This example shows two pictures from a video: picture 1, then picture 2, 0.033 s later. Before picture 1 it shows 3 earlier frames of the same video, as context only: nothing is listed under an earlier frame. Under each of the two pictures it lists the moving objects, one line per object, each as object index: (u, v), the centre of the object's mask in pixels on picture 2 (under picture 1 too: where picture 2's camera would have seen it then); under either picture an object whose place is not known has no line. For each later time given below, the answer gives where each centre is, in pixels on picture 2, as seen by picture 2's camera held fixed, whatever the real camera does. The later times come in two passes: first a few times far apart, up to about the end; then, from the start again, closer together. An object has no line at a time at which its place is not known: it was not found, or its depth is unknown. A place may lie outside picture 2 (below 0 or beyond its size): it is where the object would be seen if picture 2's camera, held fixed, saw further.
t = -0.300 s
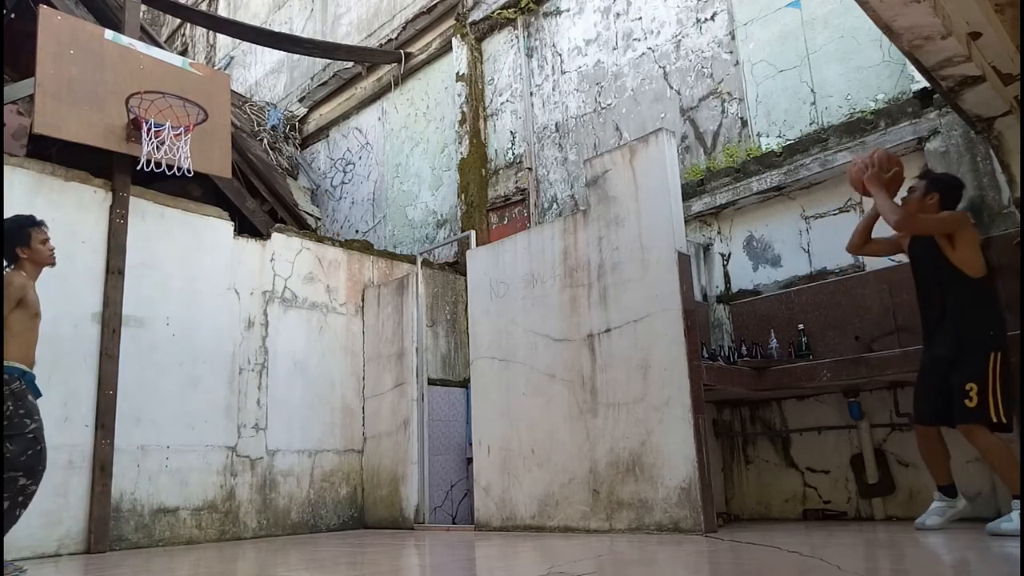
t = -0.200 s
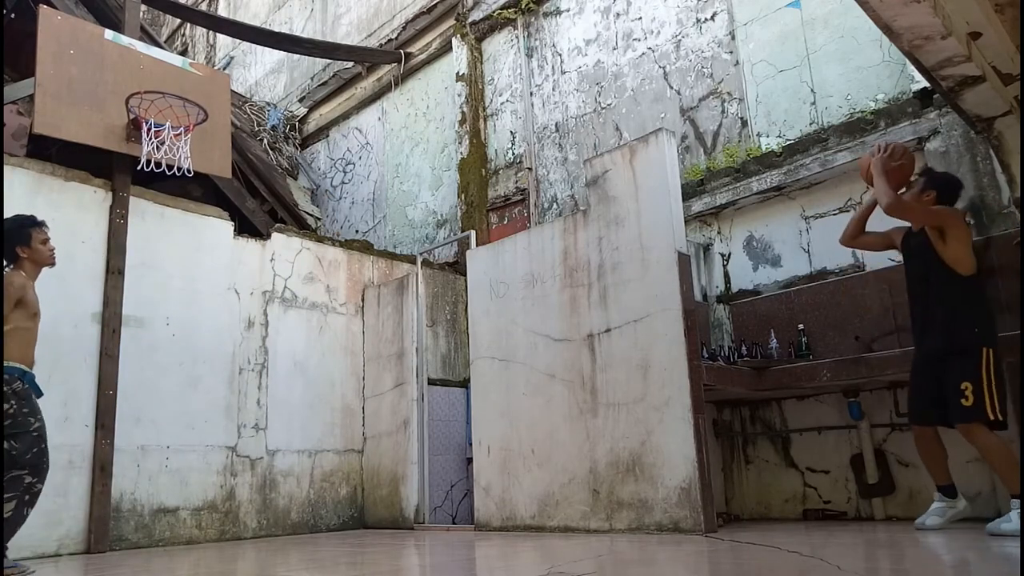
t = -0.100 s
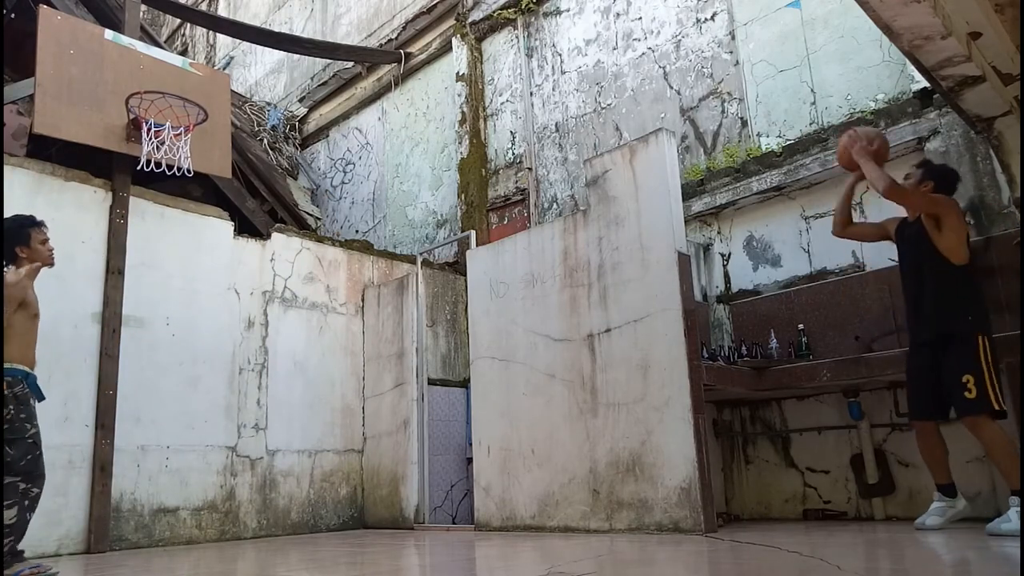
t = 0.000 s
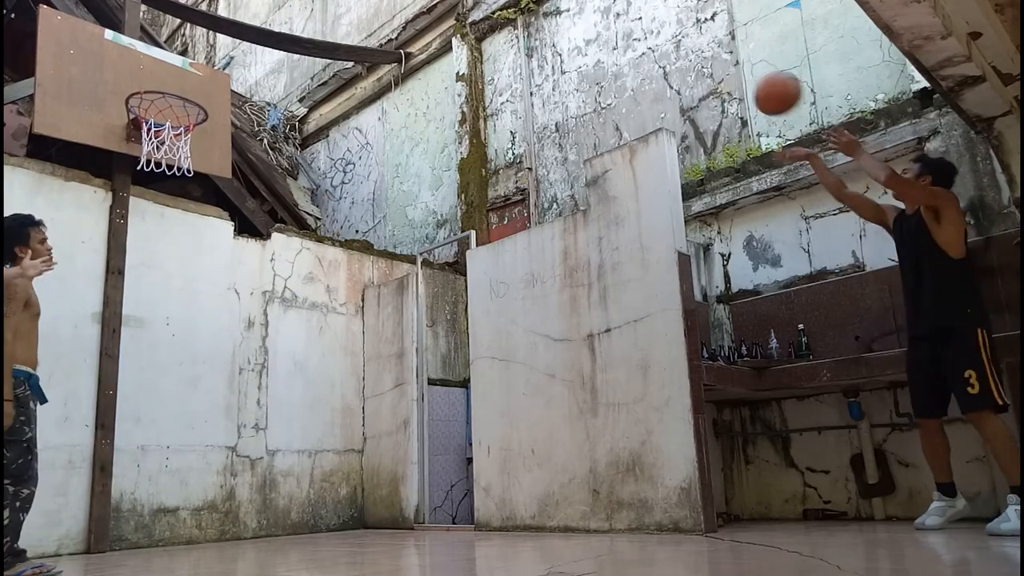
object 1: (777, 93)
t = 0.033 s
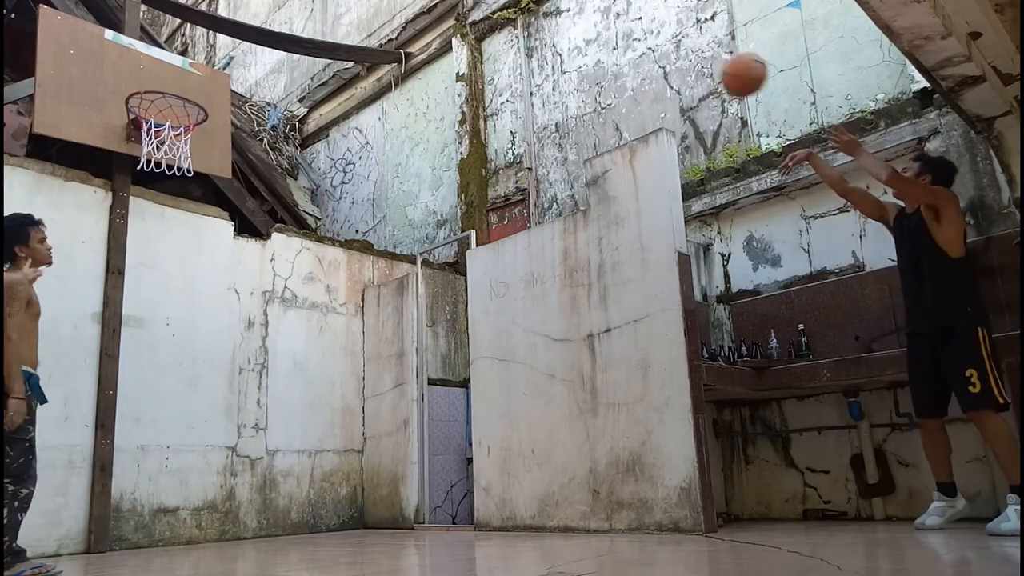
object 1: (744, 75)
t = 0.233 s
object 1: (563, 12)
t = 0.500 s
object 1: (364, 13)
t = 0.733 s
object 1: (208, 90)
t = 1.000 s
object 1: (231, 45)
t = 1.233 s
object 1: (251, 89)
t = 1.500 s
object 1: (274, 260)
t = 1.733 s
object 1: (294, 511)
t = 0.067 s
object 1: (711, 58)
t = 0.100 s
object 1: (680, 45)
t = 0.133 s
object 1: (649, 32)
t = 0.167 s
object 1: (620, 22)
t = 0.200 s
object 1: (592, 16)
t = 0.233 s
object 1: (563, 12)
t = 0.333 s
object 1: (486, 7)
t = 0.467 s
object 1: (387, 11)
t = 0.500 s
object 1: (364, 13)
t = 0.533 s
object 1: (340, 18)
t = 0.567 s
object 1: (317, 27)
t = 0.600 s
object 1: (294, 37)
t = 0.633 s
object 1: (272, 48)
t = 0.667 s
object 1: (249, 61)
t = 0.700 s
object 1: (225, 77)
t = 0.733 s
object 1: (208, 90)
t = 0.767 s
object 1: (210, 80)
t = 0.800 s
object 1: (213, 71)
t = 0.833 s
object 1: (216, 63)
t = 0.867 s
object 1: (219, 56)
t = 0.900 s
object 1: (223, 51)
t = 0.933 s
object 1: (225, 48)
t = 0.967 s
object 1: (228, 45)
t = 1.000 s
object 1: (231, 45)
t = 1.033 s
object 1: (235, 46)
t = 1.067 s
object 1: (237, 49)
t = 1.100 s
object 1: (241, 53)
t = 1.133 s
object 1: (243, 60)
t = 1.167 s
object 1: (246, 68)
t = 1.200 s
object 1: (248, 78)
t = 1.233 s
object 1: (251, 89)
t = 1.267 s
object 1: (254, 103)
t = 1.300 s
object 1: (257, 118)
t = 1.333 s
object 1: (261, 135)
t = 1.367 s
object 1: (263, 155)
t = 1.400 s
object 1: (265, 178)
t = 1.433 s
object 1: (269, 202)
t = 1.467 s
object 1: (271, 228)
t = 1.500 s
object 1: (274, 260)
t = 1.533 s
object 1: (277, 294)
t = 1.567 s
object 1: (281, 331)
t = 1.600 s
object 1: (284, 371)
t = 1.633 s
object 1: (287, 416)
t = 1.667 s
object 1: (291, 465)
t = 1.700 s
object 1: (293, 520)
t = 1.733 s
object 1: (294, 511)
